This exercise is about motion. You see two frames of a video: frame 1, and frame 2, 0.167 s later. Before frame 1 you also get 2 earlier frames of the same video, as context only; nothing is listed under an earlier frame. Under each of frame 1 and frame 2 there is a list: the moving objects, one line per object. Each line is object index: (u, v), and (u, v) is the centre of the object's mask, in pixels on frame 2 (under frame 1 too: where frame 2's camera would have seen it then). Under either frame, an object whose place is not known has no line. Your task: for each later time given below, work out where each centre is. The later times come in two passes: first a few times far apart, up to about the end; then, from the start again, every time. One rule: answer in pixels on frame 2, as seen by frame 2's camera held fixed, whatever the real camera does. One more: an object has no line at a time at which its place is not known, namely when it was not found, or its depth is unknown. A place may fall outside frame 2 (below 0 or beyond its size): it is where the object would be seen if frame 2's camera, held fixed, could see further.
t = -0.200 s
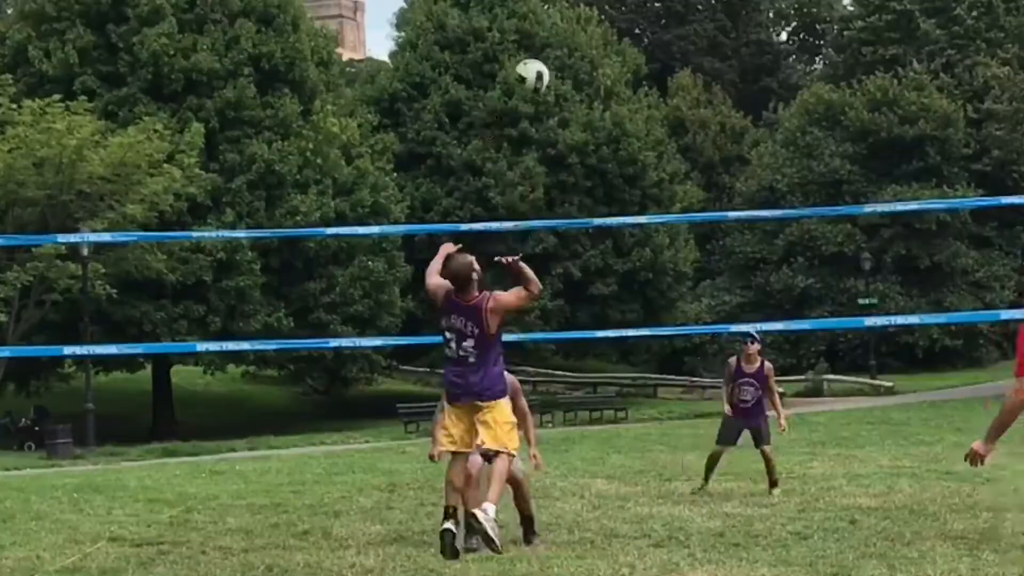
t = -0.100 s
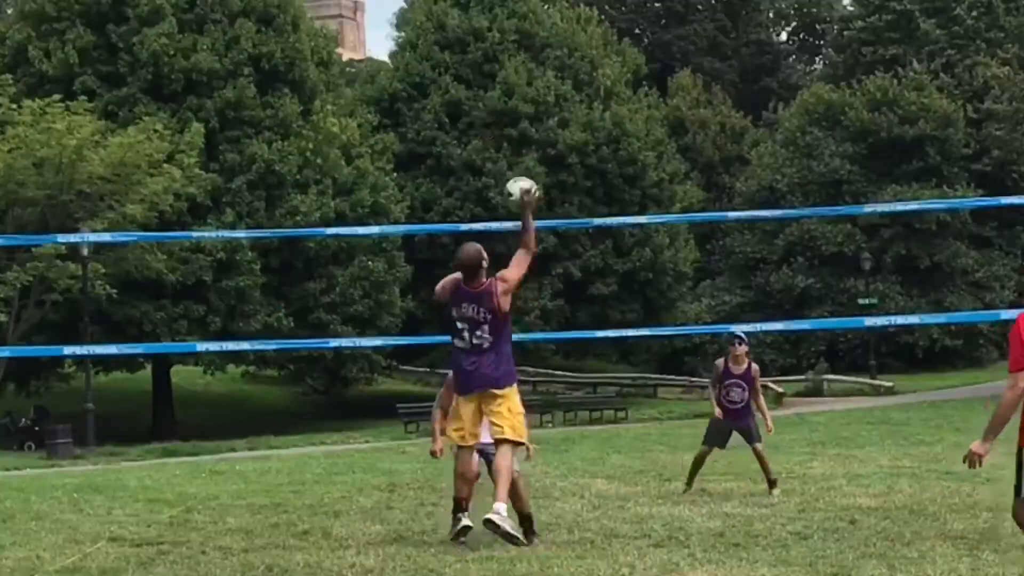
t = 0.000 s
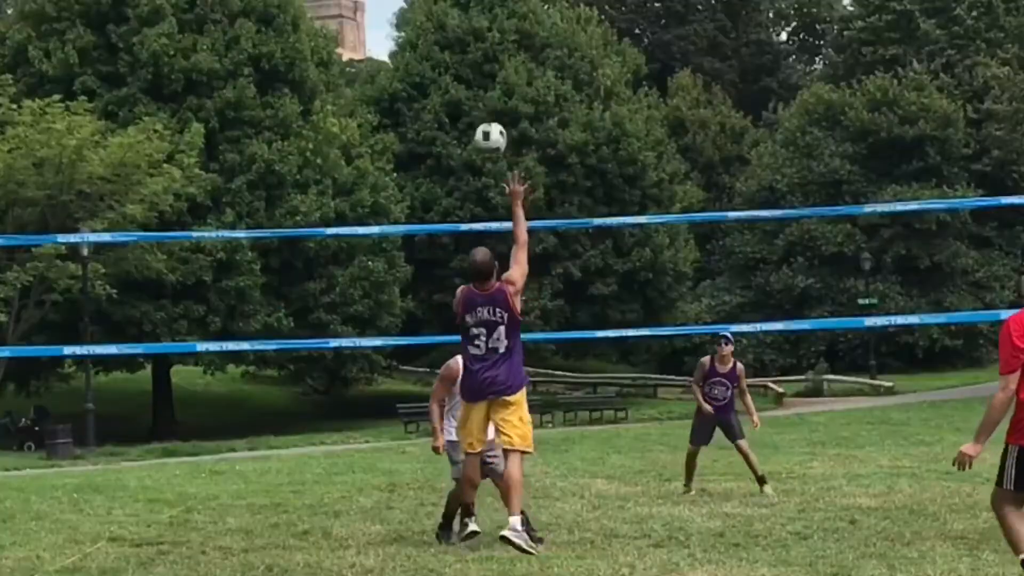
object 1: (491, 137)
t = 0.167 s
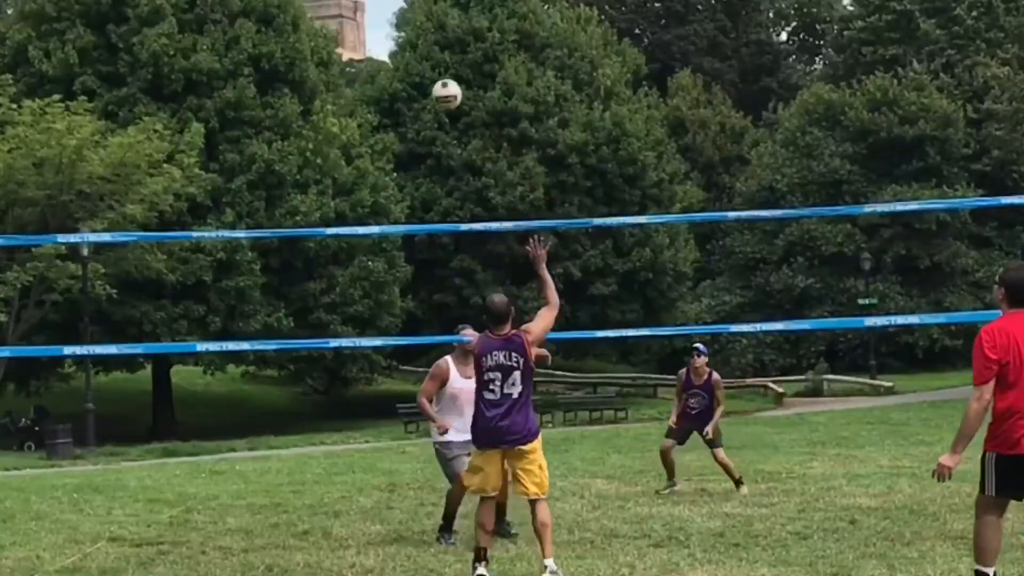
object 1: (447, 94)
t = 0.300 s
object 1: (418, 92)
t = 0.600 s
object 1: (368, 169)
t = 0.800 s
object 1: (343, 266)
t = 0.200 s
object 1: (440, 90)
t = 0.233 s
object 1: (432, 90)
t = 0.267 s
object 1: (424, 89)
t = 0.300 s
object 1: (418, 92)
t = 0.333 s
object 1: (412, 96)
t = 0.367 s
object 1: (405, 102)
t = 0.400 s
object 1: (399, 108)
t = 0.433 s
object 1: (394, 116)
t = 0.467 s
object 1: (387, 124)
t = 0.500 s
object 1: (383, 133)
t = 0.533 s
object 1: (378, 144)
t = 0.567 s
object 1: (372, 156)
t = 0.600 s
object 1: (368, 169)
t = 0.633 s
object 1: (363, 184)
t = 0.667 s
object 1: (360, 198)
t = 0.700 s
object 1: (354, 215)
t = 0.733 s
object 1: (352, 229)
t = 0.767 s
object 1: (347, 248)
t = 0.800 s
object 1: (343, 266)
